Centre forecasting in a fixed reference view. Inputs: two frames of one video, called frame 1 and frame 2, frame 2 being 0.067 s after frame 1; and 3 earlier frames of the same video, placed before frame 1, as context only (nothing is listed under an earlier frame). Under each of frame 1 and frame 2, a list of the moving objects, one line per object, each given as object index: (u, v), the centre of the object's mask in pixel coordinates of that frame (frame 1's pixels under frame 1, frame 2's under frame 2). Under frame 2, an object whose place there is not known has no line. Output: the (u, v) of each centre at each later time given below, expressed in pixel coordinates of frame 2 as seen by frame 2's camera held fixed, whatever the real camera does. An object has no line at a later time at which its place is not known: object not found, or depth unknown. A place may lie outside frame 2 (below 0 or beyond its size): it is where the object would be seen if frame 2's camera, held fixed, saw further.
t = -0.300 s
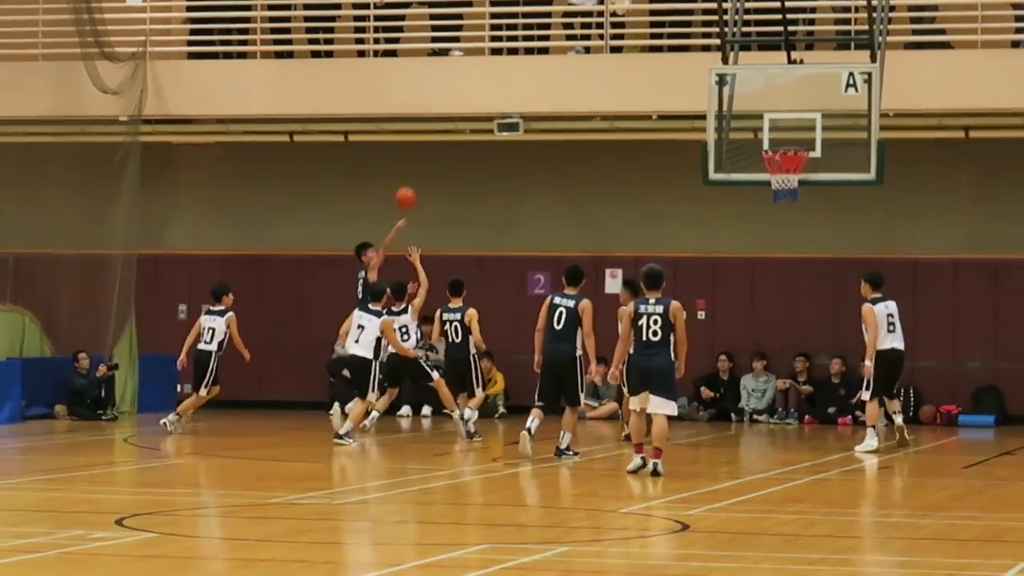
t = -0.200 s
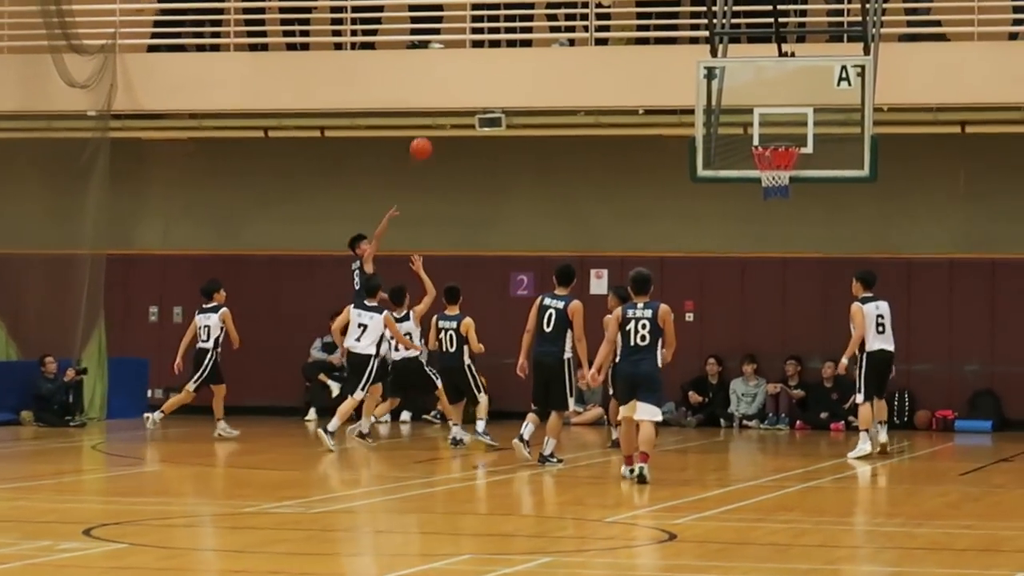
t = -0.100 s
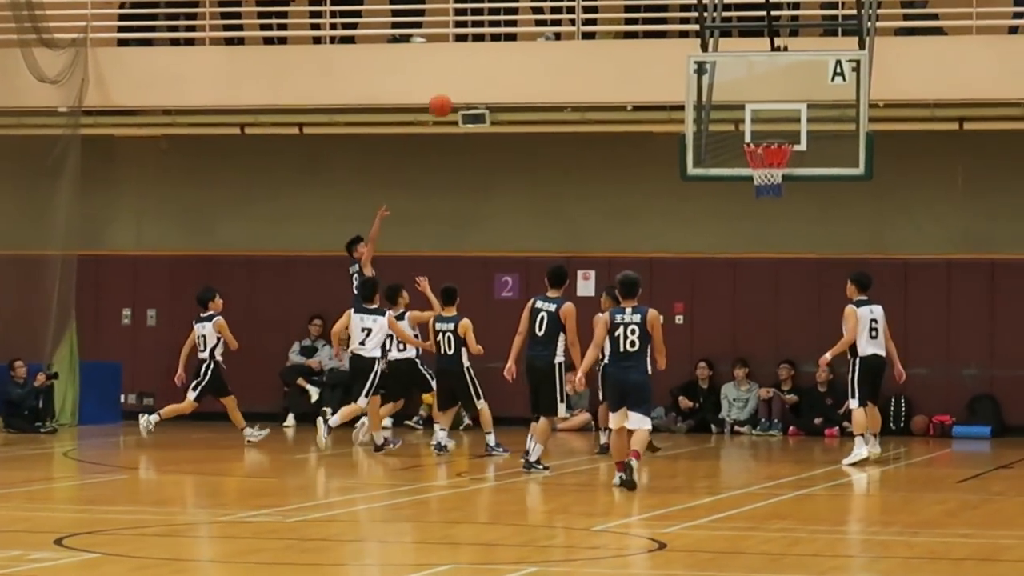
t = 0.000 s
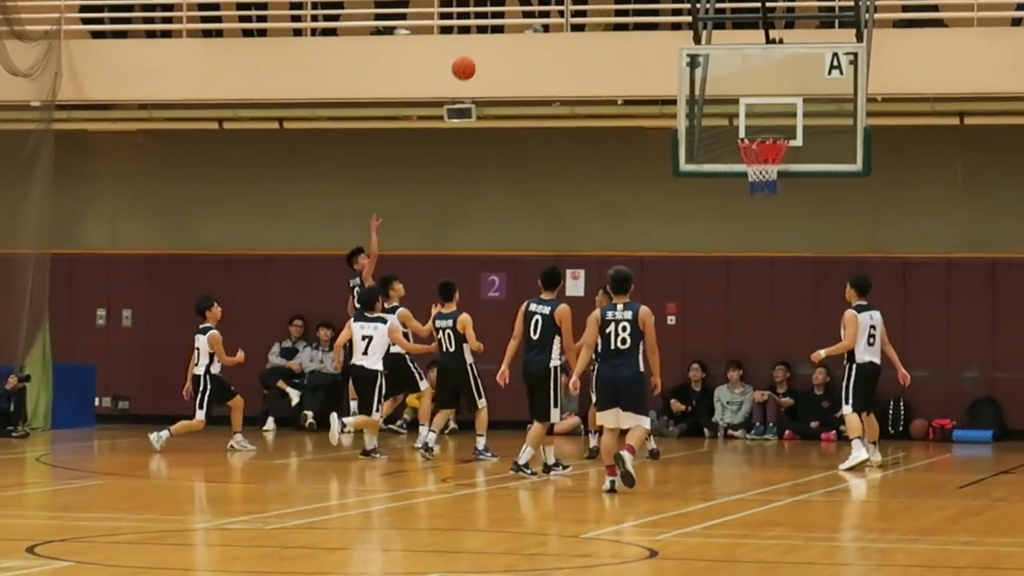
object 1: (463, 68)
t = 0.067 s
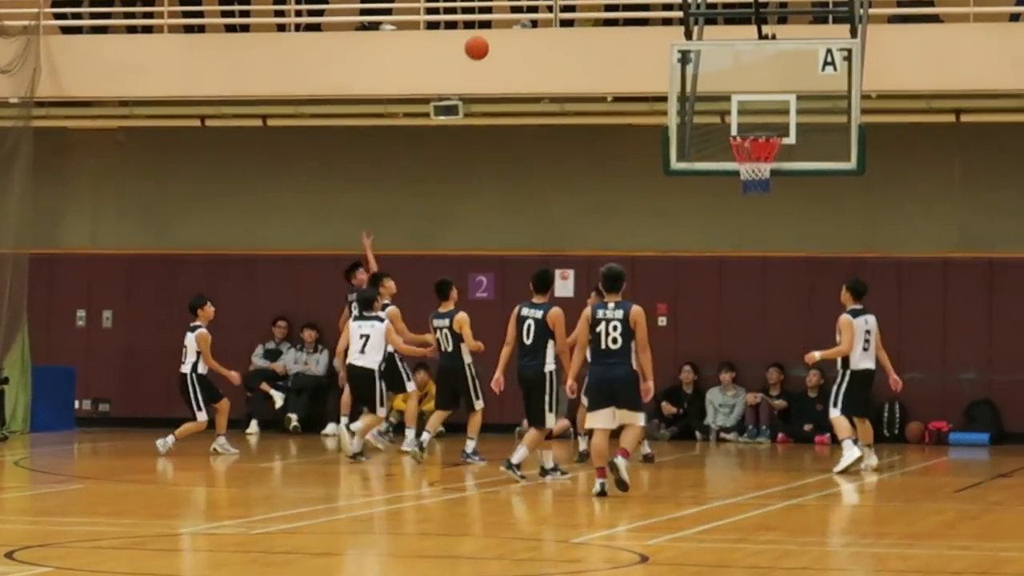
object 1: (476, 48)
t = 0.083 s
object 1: (483, 45)
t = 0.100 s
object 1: (490, 41)
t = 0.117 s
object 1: (496, 39)
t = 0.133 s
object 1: (503, 36)
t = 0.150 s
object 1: (510, 33)
